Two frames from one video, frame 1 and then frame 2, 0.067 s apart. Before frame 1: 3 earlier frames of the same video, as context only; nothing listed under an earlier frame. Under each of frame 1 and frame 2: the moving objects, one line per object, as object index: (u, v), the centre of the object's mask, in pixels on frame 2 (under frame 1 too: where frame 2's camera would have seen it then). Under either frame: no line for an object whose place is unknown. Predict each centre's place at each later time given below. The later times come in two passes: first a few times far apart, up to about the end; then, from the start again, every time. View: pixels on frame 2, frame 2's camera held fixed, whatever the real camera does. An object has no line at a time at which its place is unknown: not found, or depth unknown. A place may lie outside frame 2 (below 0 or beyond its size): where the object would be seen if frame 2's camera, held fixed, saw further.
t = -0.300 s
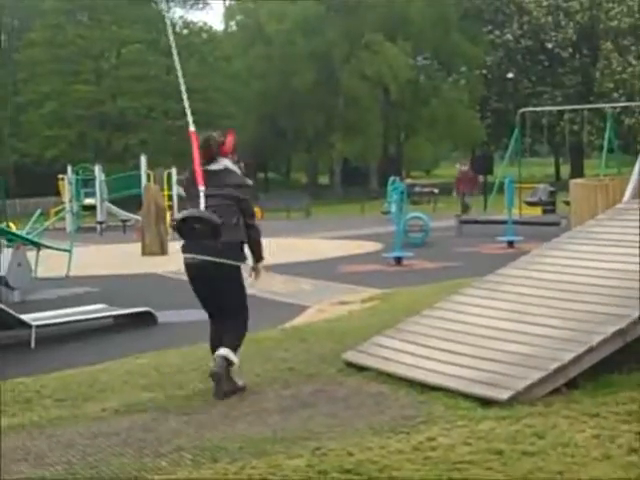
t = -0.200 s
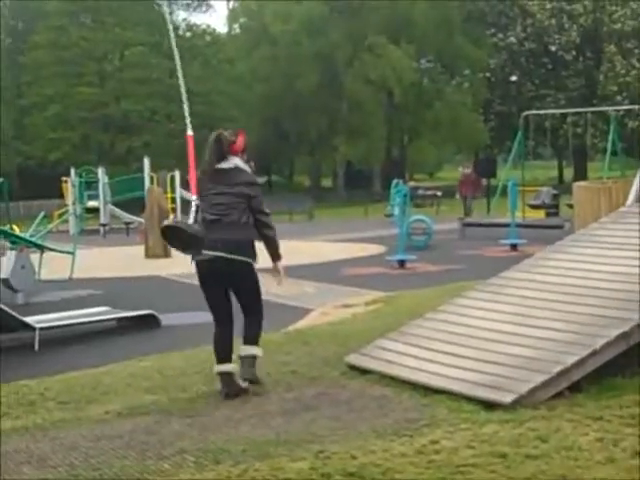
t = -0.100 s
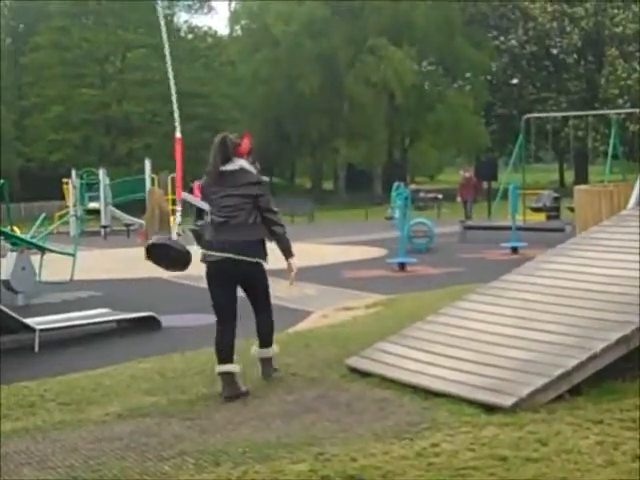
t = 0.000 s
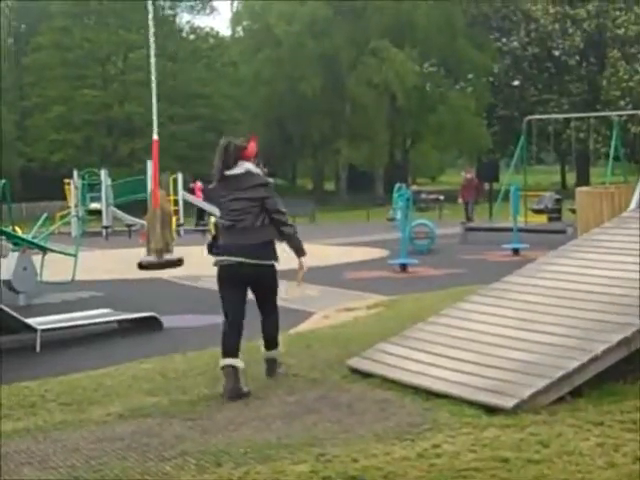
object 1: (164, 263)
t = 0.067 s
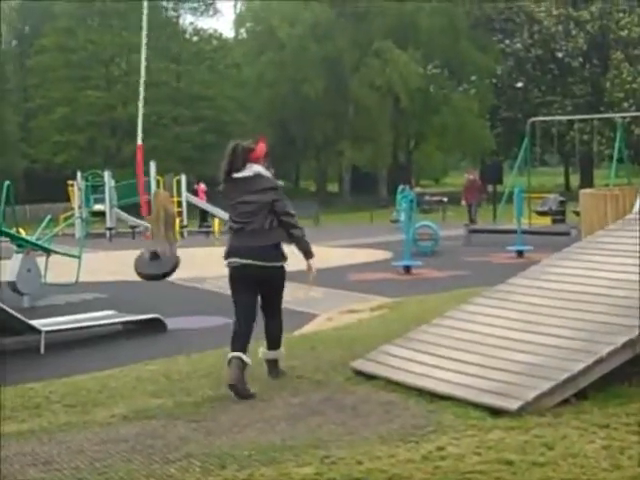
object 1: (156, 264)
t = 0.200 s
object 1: (138, 265)
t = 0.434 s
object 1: (91, 272)
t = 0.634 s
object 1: (62, 267)
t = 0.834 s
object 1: (38, 265)
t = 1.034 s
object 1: (-9, 276)
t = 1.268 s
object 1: (-98, 302)
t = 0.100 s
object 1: (153, 262)
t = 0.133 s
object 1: (148, 262)
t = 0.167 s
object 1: (142, 263)
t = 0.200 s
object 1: (138, 265)
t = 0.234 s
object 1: (132, 268)
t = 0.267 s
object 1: (127, 272)
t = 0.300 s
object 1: (119, 275)
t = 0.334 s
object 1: (112, 274)
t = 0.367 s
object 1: (105, 275)
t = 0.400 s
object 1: (98, 274)
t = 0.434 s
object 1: (91, 272)
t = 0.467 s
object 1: (85, 269)
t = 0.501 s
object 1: (80, 266)
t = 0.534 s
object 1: (75, 265)
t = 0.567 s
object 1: (71, 264)
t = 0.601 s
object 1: (65, 266)
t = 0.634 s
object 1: (62, 267)
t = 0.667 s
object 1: (58, 268)
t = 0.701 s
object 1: (54, 268)
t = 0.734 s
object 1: (51, 269)
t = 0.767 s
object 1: (48, 268)
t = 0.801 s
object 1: (45, 267)
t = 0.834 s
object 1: (38, 265)
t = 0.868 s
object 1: (31, 264)
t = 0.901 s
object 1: (26, 263)
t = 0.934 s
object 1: (18, 265)
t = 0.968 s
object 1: (10, 267)
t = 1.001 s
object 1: (2, 271)
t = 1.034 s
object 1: (-9, 276)
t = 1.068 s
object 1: (-21, 282)
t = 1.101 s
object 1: (-32, 286)
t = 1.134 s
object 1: (-48, 291)
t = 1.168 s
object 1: (-63, 297)
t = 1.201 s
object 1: (-78, 300)
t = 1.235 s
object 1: (-90, 303)
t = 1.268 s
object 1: (-98, 302)
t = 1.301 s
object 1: (-106, 311)
